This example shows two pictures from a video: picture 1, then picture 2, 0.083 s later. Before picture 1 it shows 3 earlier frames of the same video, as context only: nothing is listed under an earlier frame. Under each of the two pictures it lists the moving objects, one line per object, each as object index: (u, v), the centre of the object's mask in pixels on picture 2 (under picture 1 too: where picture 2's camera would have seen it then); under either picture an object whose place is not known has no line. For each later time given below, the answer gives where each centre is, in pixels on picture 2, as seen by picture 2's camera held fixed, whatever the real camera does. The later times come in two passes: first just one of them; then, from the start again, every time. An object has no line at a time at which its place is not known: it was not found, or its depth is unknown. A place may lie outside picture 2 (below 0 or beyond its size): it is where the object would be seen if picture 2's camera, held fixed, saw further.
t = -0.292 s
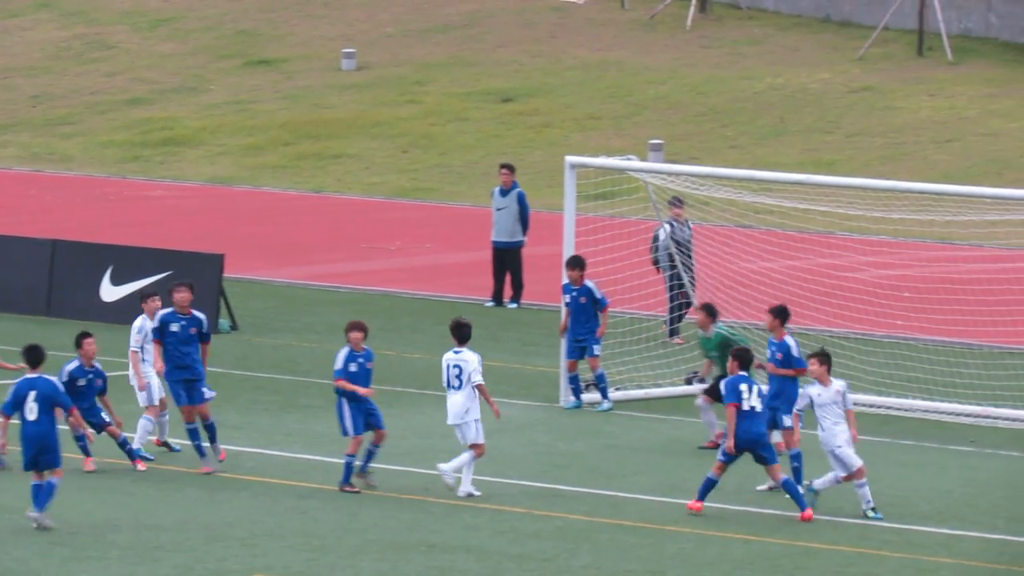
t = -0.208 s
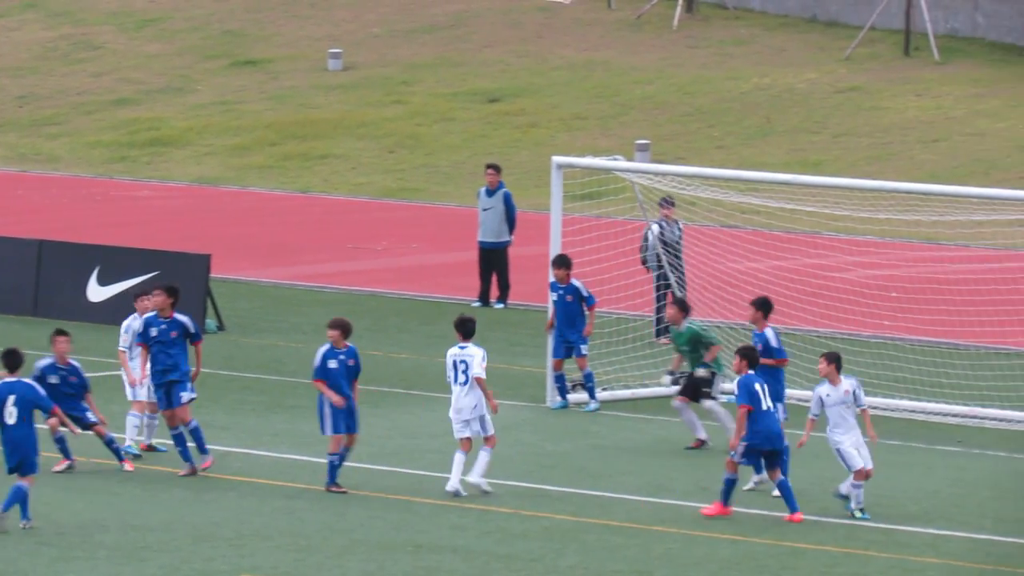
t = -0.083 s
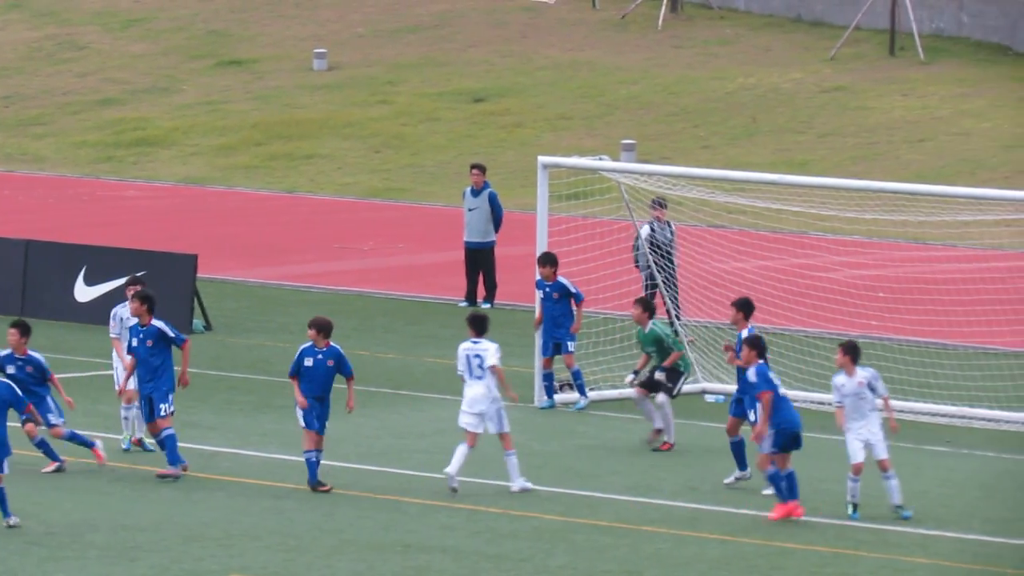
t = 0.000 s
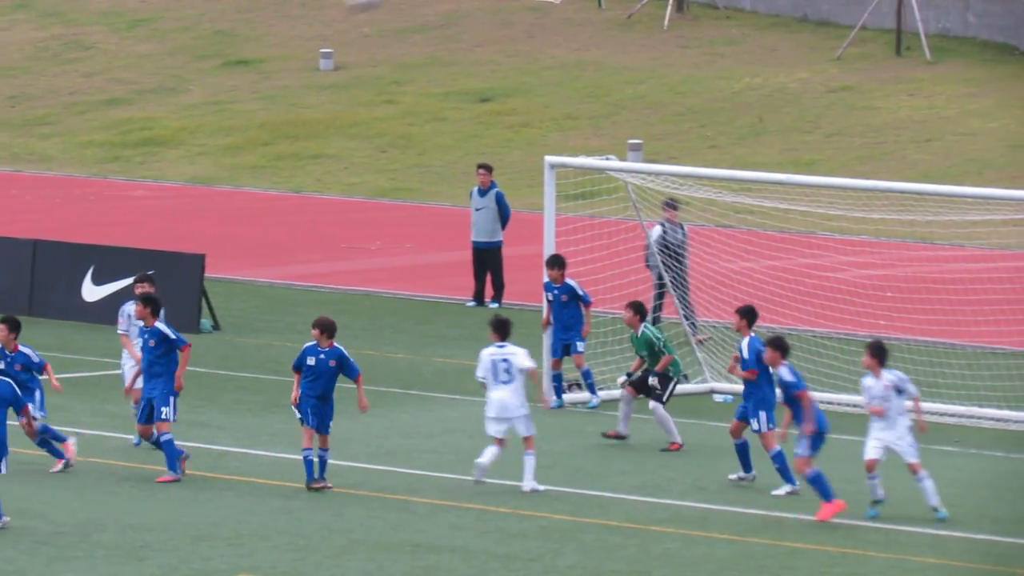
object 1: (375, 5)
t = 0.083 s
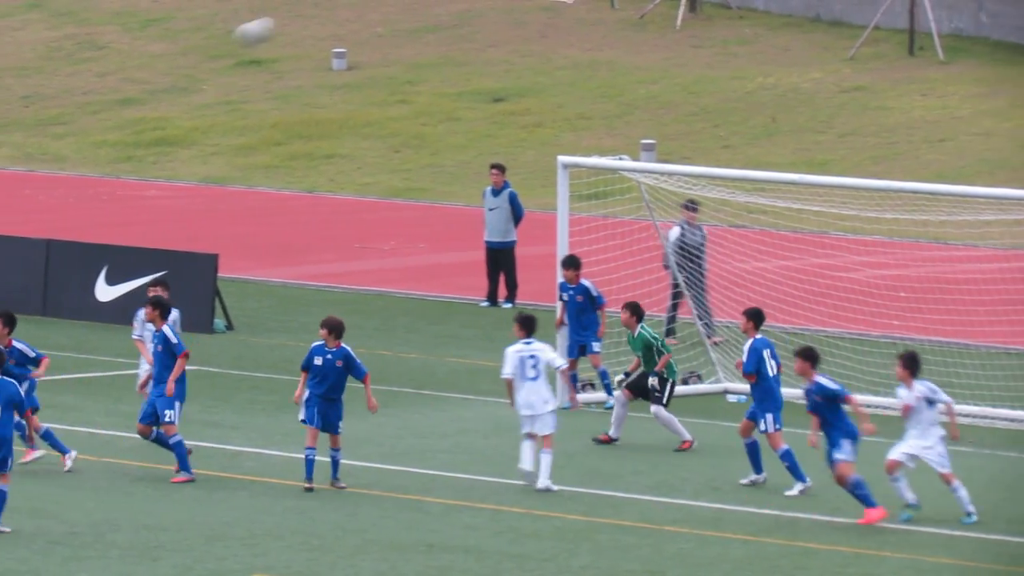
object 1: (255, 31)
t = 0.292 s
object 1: (-45, 137)
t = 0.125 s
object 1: (195, 49)
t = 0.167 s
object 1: (135, 69)
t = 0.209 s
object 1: (74, 90)
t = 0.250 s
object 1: (16, 112)
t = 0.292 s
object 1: (-45, 137)
